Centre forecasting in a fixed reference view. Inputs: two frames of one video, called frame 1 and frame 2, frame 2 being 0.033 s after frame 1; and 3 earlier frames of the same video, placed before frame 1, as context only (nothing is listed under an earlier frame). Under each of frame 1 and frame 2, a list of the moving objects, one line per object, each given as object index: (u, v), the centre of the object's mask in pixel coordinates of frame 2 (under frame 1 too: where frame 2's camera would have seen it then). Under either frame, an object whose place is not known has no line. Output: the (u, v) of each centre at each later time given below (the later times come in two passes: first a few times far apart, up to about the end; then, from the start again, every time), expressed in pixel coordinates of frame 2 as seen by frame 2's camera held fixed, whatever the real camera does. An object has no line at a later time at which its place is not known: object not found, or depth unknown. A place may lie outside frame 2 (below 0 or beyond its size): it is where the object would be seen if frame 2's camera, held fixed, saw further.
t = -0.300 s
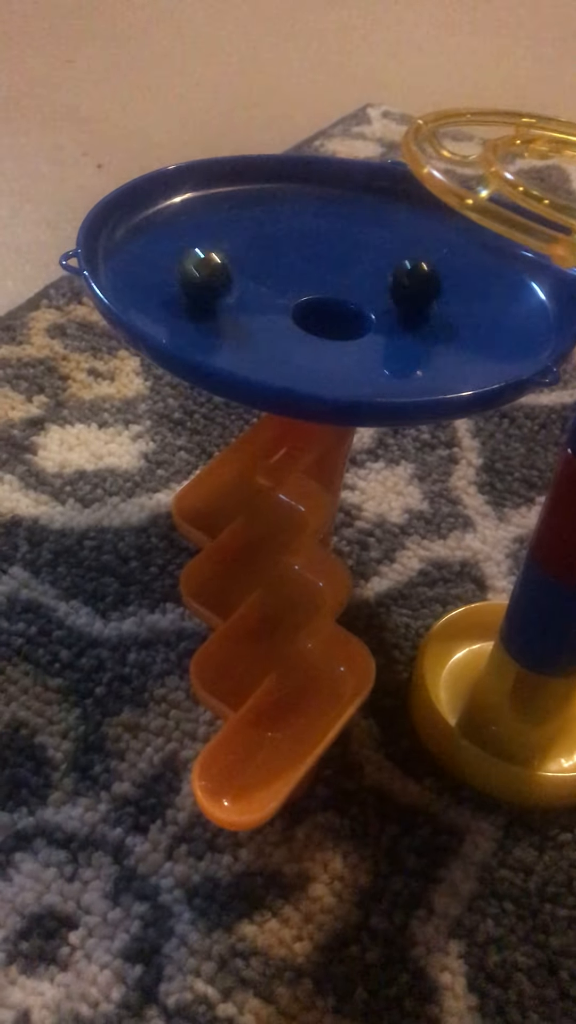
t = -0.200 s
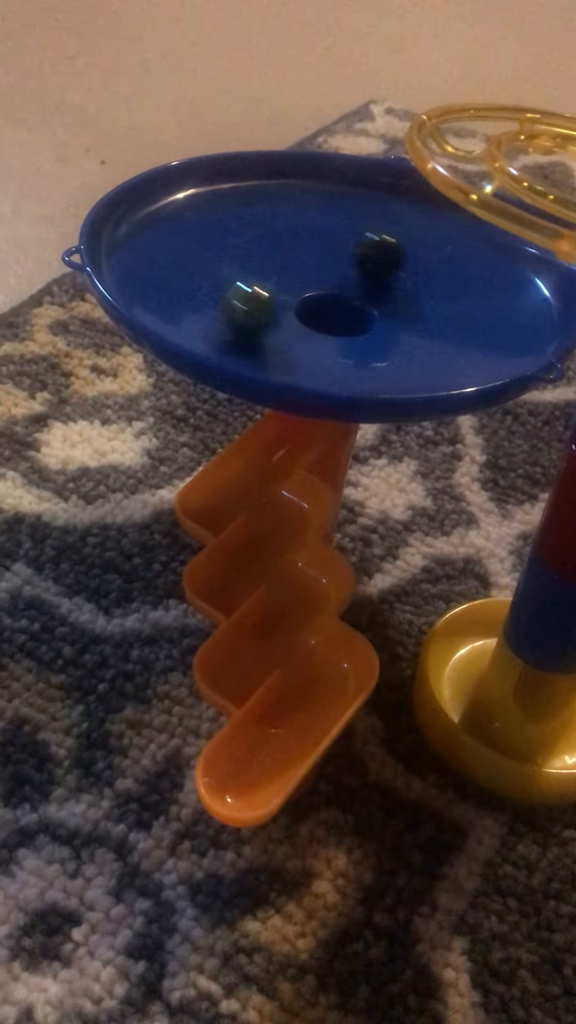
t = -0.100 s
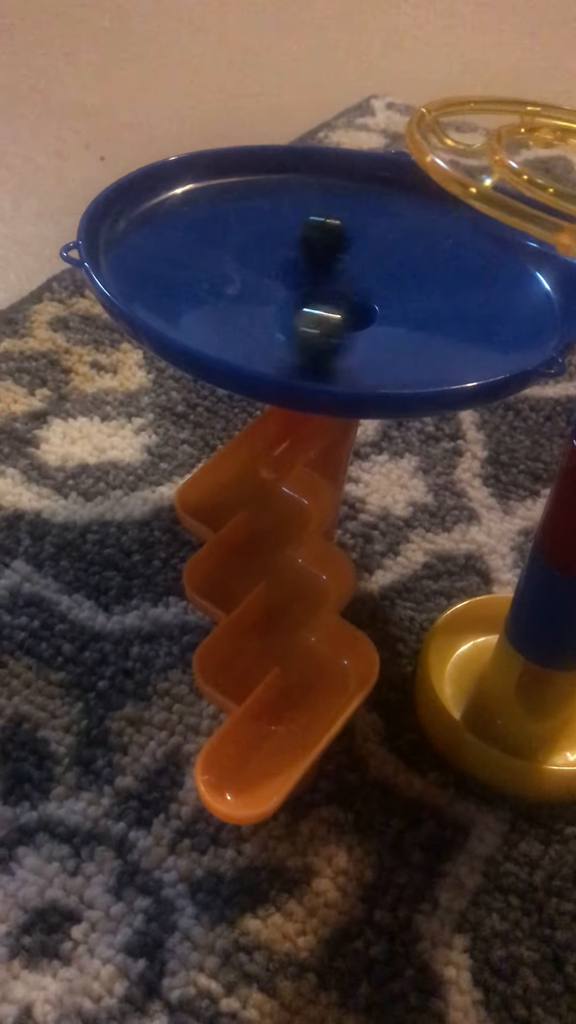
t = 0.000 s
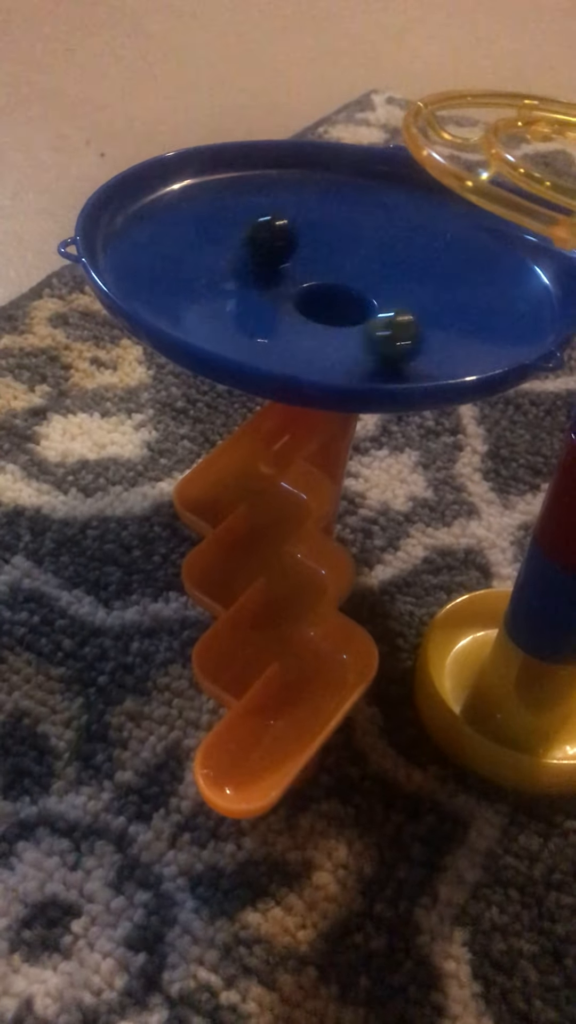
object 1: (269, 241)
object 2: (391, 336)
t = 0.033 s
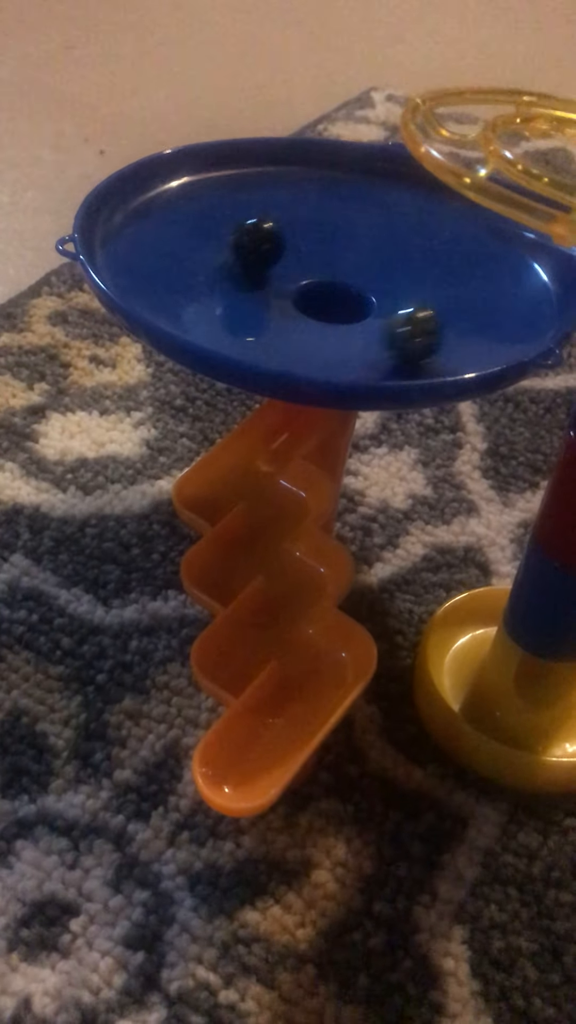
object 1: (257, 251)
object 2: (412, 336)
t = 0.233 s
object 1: (261, 300)
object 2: (456, 300)
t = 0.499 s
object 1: (386, 321)
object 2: (303, 227)
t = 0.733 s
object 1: (371, 264)
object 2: (194, 245)
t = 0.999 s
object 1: (255, 240)
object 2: (284, 321)
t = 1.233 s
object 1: (294, 304)
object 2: (429, 312)
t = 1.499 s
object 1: (410, 308)
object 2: (377, 241)
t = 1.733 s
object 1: (337, 253)
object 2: (244, 235)
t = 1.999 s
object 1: (240, 260)
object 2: (256, 311)
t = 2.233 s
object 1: (328, 307)
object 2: (387, 332)
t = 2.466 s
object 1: (367, 271)
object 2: (438, 285)
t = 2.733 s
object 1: (271, 255)
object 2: (299, 221)
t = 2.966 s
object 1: (315, 305)
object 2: (217, 264)
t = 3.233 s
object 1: (389, 286)
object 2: (333, 325)
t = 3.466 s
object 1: (300, 283)
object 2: (424, 297)
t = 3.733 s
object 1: (349, 316)
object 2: (312, 229)
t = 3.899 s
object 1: (351, 298)
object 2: (241, 245)
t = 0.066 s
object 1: (249, 253)
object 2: (430, 332)
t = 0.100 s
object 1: (244, 262)
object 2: (445, 327)
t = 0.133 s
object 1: (243, 274)
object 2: (456, 320)
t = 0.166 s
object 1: (245, 283)
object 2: (461, 314)
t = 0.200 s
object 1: (251, 291)
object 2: (461, 305)
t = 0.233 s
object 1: (261, 300)
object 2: (456, 300)
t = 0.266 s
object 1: (273, 309)
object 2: (449, 287)
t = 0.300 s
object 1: (289, 316)
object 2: (437, 280)
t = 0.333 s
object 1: (307, 321)
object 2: (419, 269)
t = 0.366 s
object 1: (325, 321)
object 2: (398, 256)
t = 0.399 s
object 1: (341, 325)
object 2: (375, 249)
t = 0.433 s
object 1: (357, 327)
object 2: (354, 241)
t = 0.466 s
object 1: (373, 324)
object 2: (327, 234)
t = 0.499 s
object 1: (386, 321)
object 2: (303, 227)
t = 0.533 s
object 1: (395, 316)
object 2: (279, 224)
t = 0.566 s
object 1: (400, 308)
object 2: (258, 224)
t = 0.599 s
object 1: (403, 300)
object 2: (238, 225)
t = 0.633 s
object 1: (400, 293)
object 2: (221, 230)
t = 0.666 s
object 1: (393, 284)
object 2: (210, 232)
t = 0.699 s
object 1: (384, 275)
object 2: (200, 237)
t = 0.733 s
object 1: (371, 264)
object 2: (194, 245)
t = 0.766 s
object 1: (354, 255)
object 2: (191, 252)
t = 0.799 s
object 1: (338, 244)
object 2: (192, 264)
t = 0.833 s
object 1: (320, 238)
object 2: (198, 274)
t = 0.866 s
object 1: (304, 234)
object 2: (207, 286)
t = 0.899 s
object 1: (289, 232)
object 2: (221, 295)
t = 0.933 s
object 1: (275, 234)
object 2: (240, 303)
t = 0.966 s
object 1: (264, 237)
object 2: (261, 311)
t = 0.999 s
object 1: (255, 240)
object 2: (284, 321)
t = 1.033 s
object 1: (249, 247)
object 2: (308, 324)
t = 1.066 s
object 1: (247, 256)
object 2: (334, 327)
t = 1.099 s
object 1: (249, 264)
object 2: (357, 330)
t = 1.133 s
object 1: (254, 276)
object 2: (381, 326)
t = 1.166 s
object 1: (264, 287)
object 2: (401, 323)
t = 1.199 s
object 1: (278, 296)
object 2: (417, 318)
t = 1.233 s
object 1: (294, 304)
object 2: (429, 312)
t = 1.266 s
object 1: (313, 310)
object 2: (439, 304)
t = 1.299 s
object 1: (329, 310)
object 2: (442, 298)
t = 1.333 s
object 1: (349, 317)
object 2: (442, 286)
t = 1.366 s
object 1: (367, 319)
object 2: (437, 275)
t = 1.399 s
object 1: (384, 318)
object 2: (426, 268)
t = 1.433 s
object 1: (398, 314)
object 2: (414, 256)
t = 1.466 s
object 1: (405, 310)
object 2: (396, 250)
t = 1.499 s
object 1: (410, 308)
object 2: (377, 241)
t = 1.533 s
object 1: (411, 299)
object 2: (359, 232)
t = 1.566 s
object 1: (408, 296)
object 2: (337, 229)
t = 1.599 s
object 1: (402, 286)
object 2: (317, 225)
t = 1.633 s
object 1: (390, 278)
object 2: (295, 225)
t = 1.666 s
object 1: (375, 270)
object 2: (277, 227)
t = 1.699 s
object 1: (357, 261)
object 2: (260, 229)
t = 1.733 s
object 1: (337, 253)
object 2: (244, 235)
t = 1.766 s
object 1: (318, 248)
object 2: (232, 242)
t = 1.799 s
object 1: (298, 245)
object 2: (225, 250)
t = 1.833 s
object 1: (281, 245)
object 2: (219, 258)
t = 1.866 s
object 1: (266, 245)
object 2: (218, 267)
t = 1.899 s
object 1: (258, 244)
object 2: (222, 278)
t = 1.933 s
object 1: (249, 246)
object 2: (229, 291)
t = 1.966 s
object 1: (243, 252)
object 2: (241, 299)
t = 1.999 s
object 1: (240, 260)
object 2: (256, 311)
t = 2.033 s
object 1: (244, 270)
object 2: (272, 321)
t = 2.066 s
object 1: (251, 282)
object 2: (292, 324)
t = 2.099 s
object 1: (261, 290)
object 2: (309, 332)
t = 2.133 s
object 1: (274, 295)
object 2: (333, 332)
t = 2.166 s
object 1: (290, 304)
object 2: (353, 334)
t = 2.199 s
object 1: (309, 308)
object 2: (370, 334)
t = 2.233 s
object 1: (328, 307)
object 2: (387, 332)
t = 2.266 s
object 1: (336, 307)
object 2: (400, 329)
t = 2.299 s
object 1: (361, 310)
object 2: (416, 324)
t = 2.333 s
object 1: (369, 304)
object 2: (428, 317)
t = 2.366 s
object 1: (375, 299)
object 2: (438, 311)
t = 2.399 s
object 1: (377, 293)
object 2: (444, 302)
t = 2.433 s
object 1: (374, 286)
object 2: (443, 296)
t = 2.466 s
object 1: (367, 271)
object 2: (438, 285)
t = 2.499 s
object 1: (356, 264)
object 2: (429, 274)
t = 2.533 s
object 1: (343, 258)
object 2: (415, 266)
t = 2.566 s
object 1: (328, 251)
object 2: (400, 256)
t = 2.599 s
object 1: (312, 247)
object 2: (380, 249)
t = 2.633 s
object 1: (298, 247)
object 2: (359, 244)
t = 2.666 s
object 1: (287, 247)
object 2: (339, 239)
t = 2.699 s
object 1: (275, 253)
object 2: (319, 230)
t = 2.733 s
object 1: (271, 255)
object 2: (299, 221)
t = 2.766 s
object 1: (268, 261)
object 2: (277, 222)
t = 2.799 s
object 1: (267, 271)
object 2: (255, 226)
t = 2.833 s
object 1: (269, 277)
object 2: (241, 234)
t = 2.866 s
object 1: (275, 285)
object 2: (230, 243)
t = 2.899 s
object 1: (285, 292)
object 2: (221, 247)
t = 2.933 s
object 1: (298, 299)
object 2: (217, 255)
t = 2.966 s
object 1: (315, 305)
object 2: (217, 264)
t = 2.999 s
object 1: (329, 305)
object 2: (220, 275)
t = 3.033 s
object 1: (348, 309)
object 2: (226, 286)
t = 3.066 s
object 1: (364, 310)
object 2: (239, 293)
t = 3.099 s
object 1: (376, 305)
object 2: (253, 306)
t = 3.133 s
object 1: (385, 304)
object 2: (271, 313)
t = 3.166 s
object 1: (391, 300)
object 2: (290, 321)
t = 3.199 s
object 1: (392, 295)
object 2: (312, 323)
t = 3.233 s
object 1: (389, 286)
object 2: (333, 325)
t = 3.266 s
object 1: (383, 280)
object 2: (355, 325)
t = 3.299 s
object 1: (370, 272)
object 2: (372, 325)
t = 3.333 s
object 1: (354, 269)
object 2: (389, 322)
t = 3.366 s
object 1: (335, 265)
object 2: (404, 318)
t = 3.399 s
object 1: (316, 269)
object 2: (415, 311)
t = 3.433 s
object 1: (303, 273)
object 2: (422, 303)
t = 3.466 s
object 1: (300, 283)
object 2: (424, 297)
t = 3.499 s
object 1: (300, 291)
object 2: (421, 286)
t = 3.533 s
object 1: (303, 298)
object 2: (412, 274)
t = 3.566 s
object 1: (310, 303)
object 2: (401, 263)
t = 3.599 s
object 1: (318, 308)
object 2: (386, 253)
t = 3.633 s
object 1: (323, 310)
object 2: (369, 246)
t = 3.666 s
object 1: (328, 311)
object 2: (350, 238)
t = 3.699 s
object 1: (342, 317)
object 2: (331, 234)
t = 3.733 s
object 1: (349, 316)
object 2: (312, 229)
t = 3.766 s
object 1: (353, 314)
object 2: (294, 227)
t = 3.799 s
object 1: (357, 310)
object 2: (277, 231)
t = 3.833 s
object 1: (359, 305)
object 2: (262, 235)
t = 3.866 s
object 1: (356, 301)
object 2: (250, 241)
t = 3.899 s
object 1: (351, 298)
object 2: (241, 245)
